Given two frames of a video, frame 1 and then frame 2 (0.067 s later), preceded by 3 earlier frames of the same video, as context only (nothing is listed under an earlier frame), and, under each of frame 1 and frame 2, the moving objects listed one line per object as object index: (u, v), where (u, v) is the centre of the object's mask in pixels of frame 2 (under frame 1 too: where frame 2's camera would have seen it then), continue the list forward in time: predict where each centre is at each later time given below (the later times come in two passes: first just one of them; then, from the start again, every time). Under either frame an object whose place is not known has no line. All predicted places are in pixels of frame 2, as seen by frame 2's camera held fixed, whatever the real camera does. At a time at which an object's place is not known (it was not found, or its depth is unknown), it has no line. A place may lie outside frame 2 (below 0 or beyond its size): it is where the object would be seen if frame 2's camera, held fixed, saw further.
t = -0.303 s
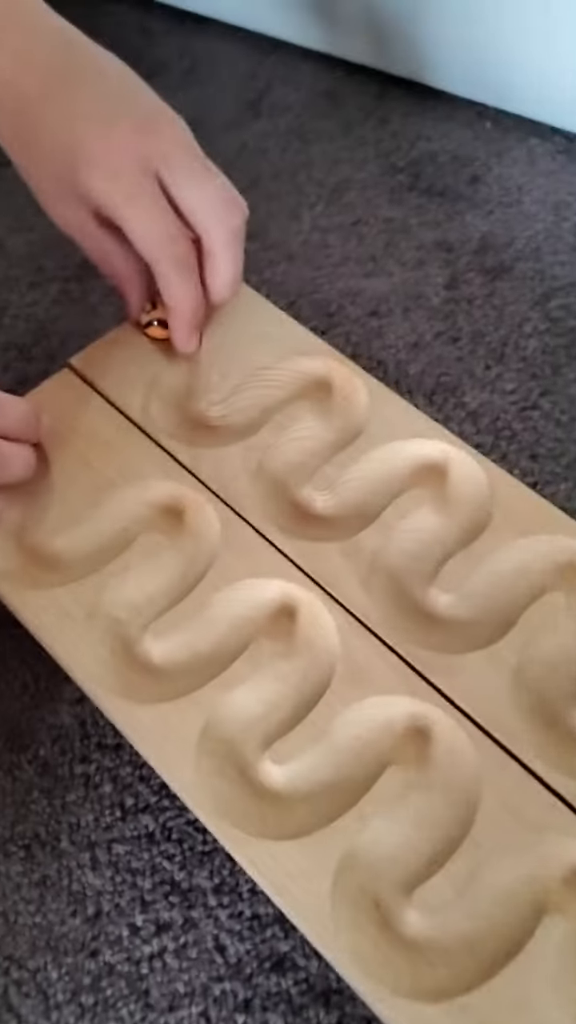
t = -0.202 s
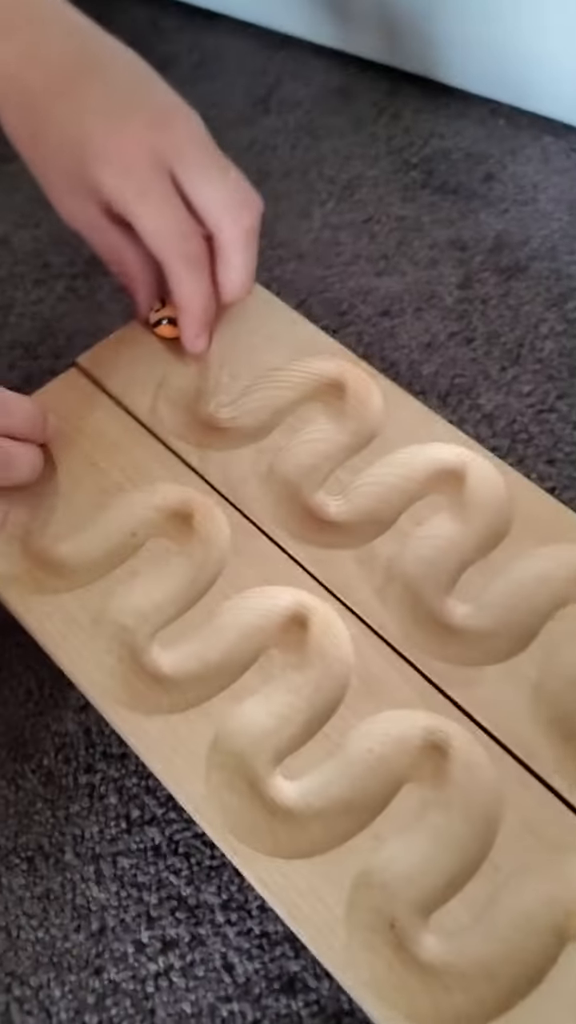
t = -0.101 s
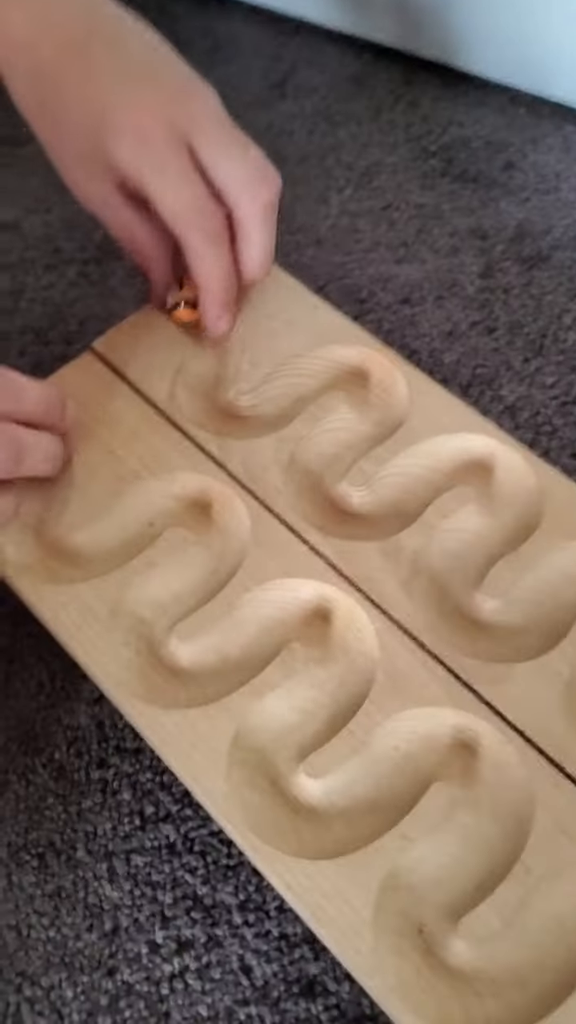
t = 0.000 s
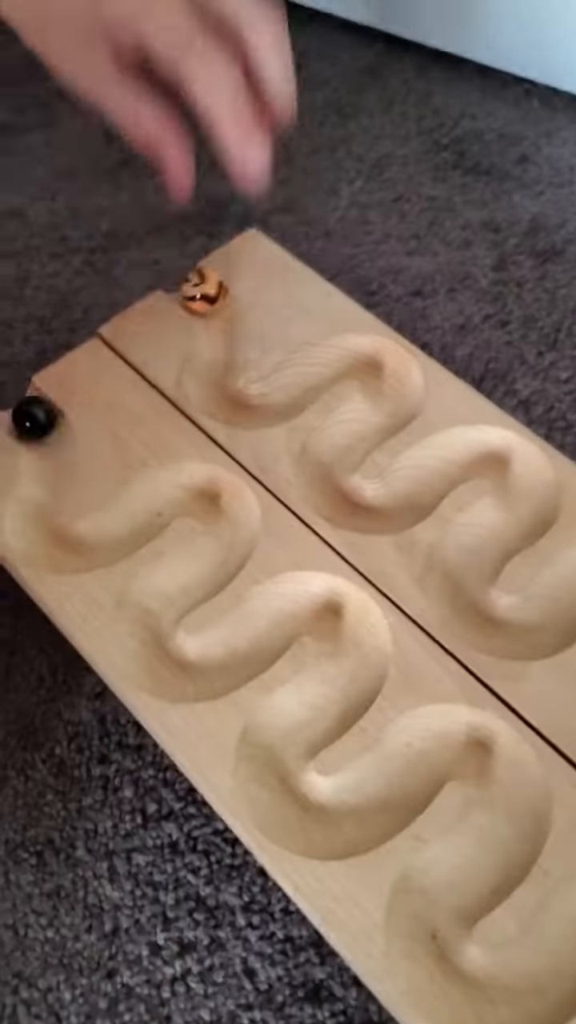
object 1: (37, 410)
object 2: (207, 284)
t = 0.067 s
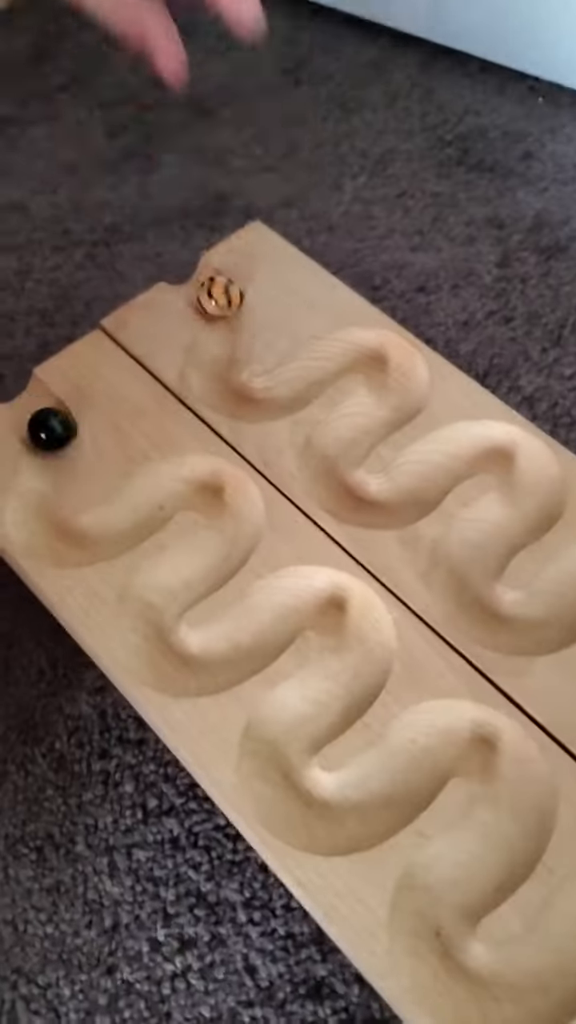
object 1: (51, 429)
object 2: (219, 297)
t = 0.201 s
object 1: (34, 514)
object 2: (213, 373)
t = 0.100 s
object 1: (53, 446)
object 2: (225, 310)
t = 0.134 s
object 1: (50, 467)
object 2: (231, 324)
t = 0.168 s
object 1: (43, 488)
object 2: (223, 352)
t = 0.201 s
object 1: (34, 514)
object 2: (213, 373)
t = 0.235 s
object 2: (215, 389)
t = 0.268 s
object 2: (237, 395)
